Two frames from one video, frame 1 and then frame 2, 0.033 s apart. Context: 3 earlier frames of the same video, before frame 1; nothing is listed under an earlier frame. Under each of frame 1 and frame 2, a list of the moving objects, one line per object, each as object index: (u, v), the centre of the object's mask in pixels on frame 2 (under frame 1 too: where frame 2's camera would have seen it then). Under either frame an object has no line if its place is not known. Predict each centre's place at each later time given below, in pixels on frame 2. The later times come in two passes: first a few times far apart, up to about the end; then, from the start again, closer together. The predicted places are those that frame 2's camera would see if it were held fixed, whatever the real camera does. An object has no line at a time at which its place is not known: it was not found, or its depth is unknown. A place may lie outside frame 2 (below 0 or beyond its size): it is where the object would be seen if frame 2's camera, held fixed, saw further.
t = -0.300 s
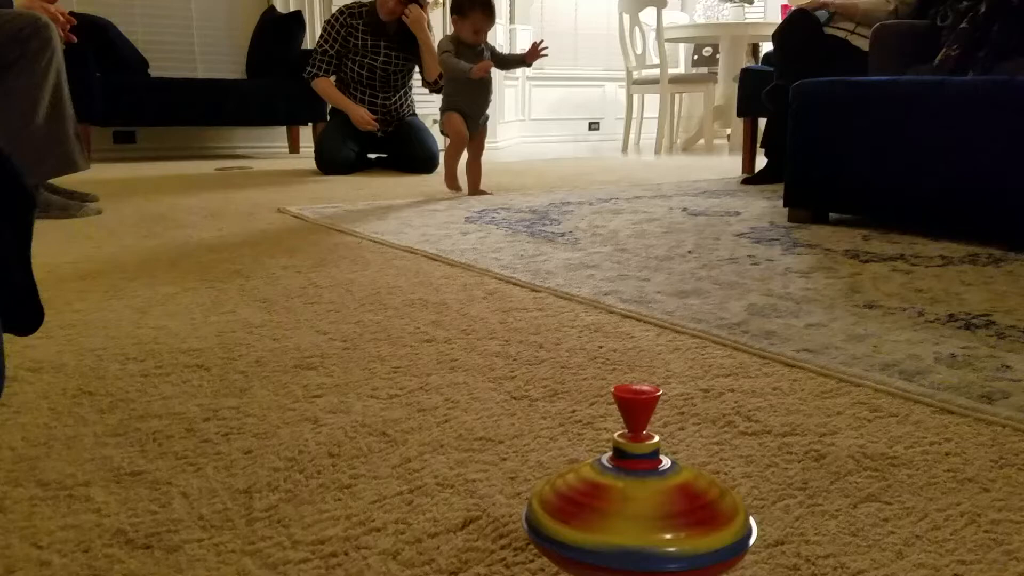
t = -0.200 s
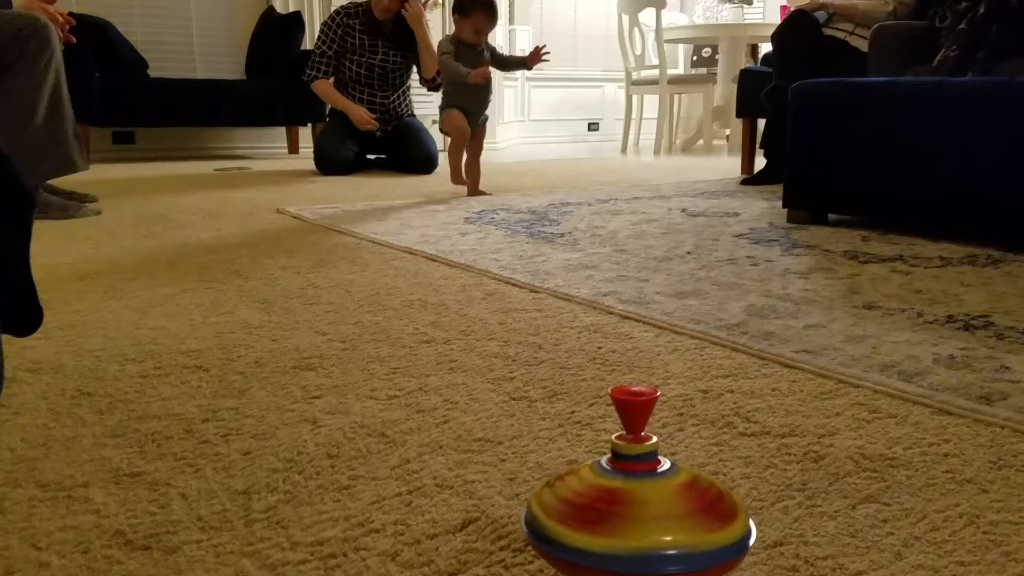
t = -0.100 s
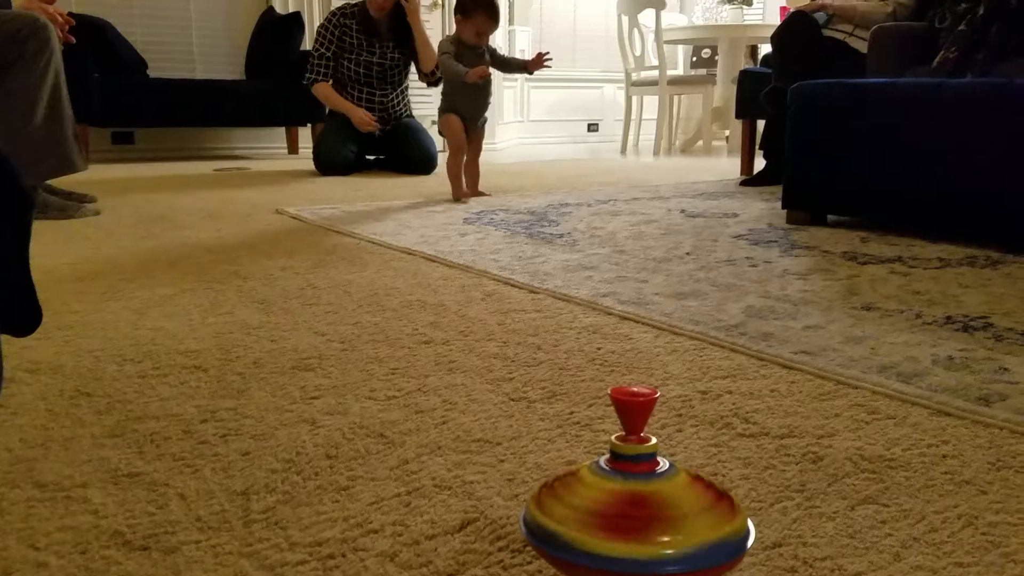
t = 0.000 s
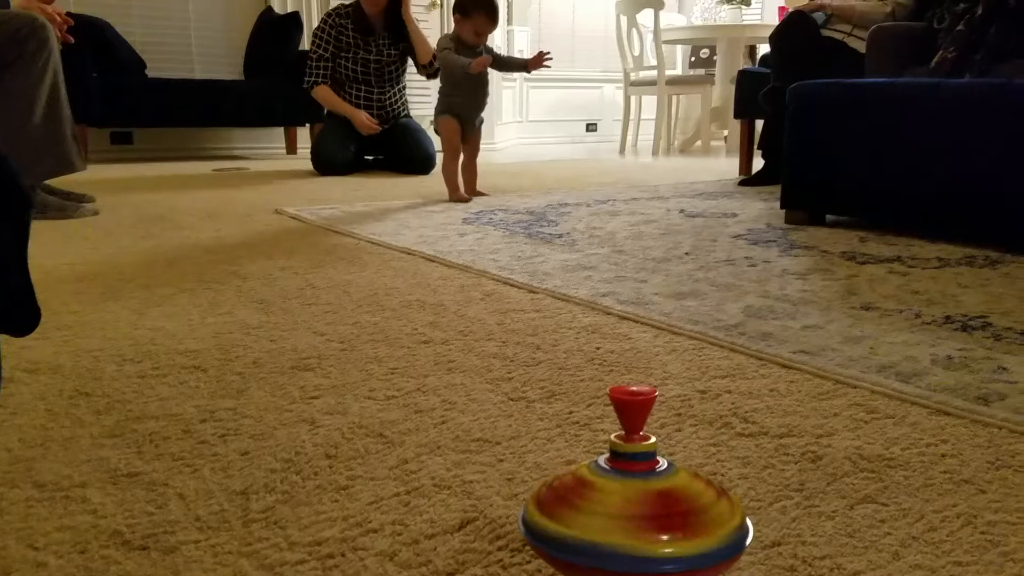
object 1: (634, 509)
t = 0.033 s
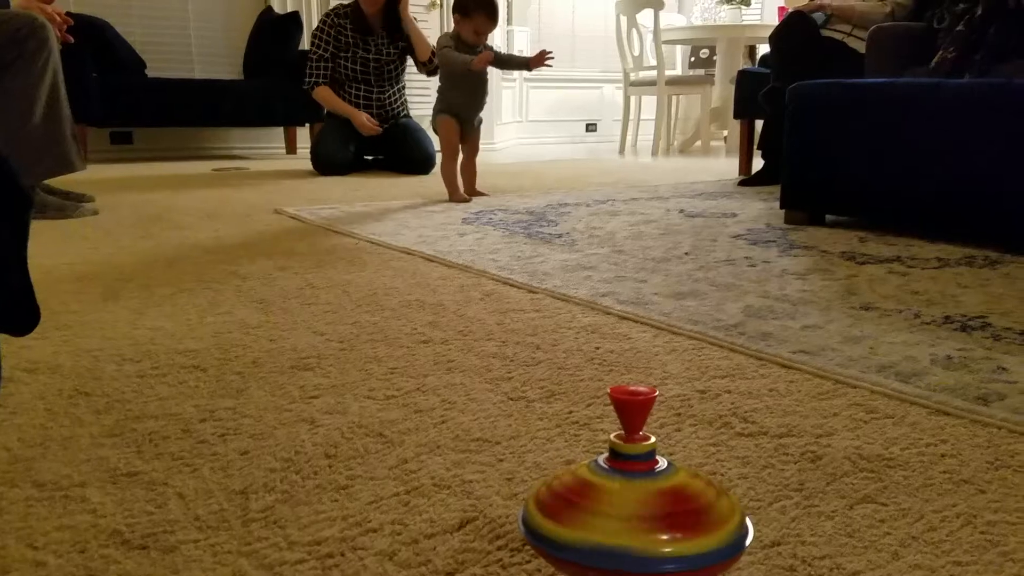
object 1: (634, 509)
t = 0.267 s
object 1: (633, 508)
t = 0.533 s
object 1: (634, 506)
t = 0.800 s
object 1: (634, 499)
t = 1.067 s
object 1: (633, 496)
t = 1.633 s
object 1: (634, 496)
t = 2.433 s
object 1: (632, 490)
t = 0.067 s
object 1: (634, 509)
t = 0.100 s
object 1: (634, 509)
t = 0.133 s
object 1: (634, 509)
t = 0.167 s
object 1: (634, 509)
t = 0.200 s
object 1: (634, 509)
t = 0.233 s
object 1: (634, 508)
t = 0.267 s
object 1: (633, 508)
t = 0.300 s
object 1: (634, 508)
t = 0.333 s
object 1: (634, 507)
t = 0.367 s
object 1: (634, 507)
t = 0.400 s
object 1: (634, 507)
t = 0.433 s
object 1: (634, 507)
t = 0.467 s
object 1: (634, 506)
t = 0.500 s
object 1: (635, 506)
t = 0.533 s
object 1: (634, 506)
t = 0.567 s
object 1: (634, 505)
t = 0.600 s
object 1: (634, 505)
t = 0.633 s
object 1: (633, 504)
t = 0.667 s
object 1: (634, 503)
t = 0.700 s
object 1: (633, 503)
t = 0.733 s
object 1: (633, 502)
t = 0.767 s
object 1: (633, 501)
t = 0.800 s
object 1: (634, 499)
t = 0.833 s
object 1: (633, 498)
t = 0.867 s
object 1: (633, 497)
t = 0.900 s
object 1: (633, 497)
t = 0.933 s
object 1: (633, 495)
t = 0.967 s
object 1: (633, 497)
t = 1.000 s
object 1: (633, 497)
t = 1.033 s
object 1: (633, 497)
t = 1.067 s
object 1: (633, 496)
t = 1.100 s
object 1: (634, 496)
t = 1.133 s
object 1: (634, 494)
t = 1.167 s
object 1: (634, 493)
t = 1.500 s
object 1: (633, 494)
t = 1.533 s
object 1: (633, 495)
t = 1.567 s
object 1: (634, 495)
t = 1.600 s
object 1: (634, 496)
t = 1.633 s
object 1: (634, 496)
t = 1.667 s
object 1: (634, 496)
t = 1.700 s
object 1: (633, 497)
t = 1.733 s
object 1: (633, 497)
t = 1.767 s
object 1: (633, 496)
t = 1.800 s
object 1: (633, 495)
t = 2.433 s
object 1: (632, 490)
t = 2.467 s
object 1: (633, 494)
